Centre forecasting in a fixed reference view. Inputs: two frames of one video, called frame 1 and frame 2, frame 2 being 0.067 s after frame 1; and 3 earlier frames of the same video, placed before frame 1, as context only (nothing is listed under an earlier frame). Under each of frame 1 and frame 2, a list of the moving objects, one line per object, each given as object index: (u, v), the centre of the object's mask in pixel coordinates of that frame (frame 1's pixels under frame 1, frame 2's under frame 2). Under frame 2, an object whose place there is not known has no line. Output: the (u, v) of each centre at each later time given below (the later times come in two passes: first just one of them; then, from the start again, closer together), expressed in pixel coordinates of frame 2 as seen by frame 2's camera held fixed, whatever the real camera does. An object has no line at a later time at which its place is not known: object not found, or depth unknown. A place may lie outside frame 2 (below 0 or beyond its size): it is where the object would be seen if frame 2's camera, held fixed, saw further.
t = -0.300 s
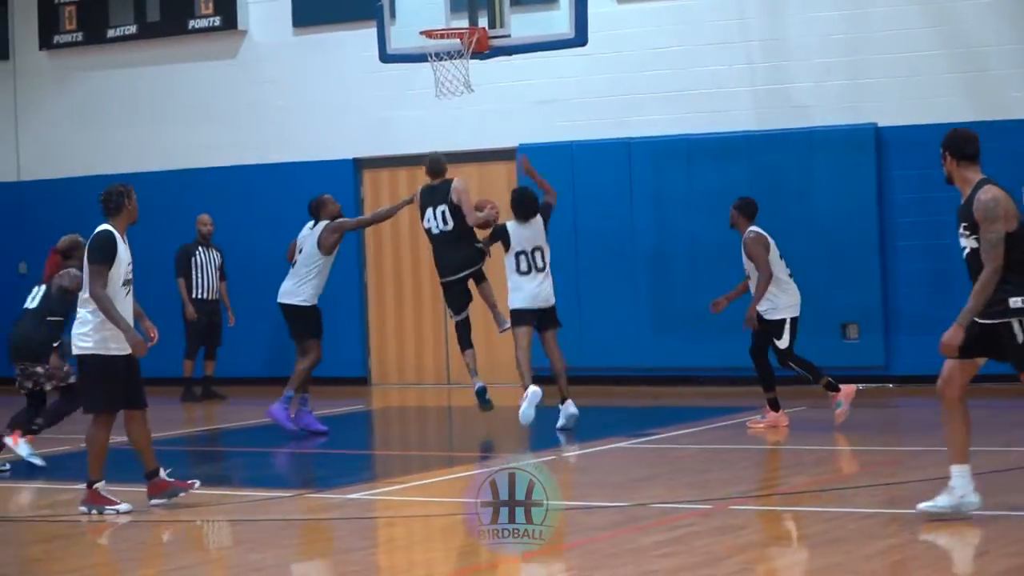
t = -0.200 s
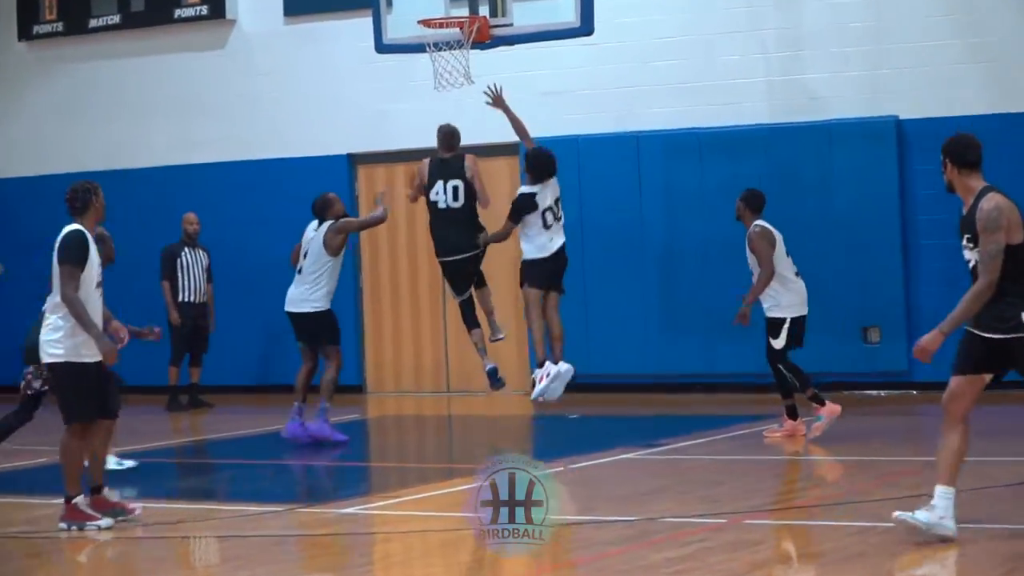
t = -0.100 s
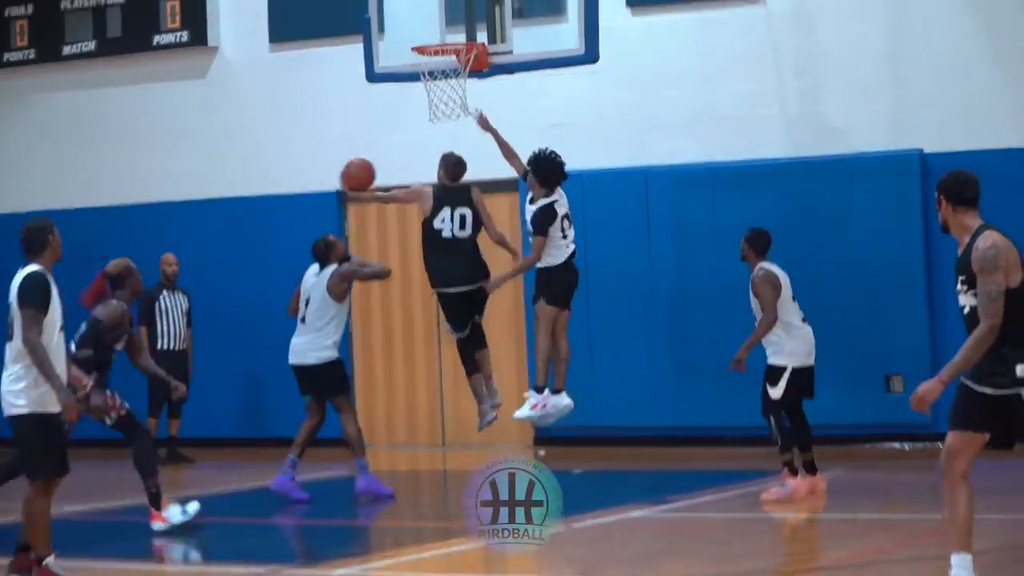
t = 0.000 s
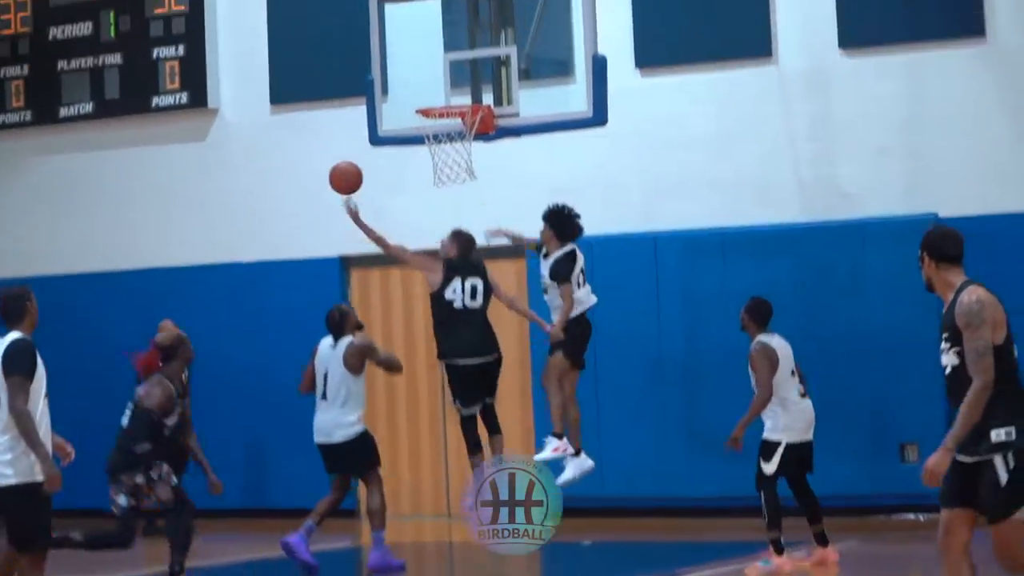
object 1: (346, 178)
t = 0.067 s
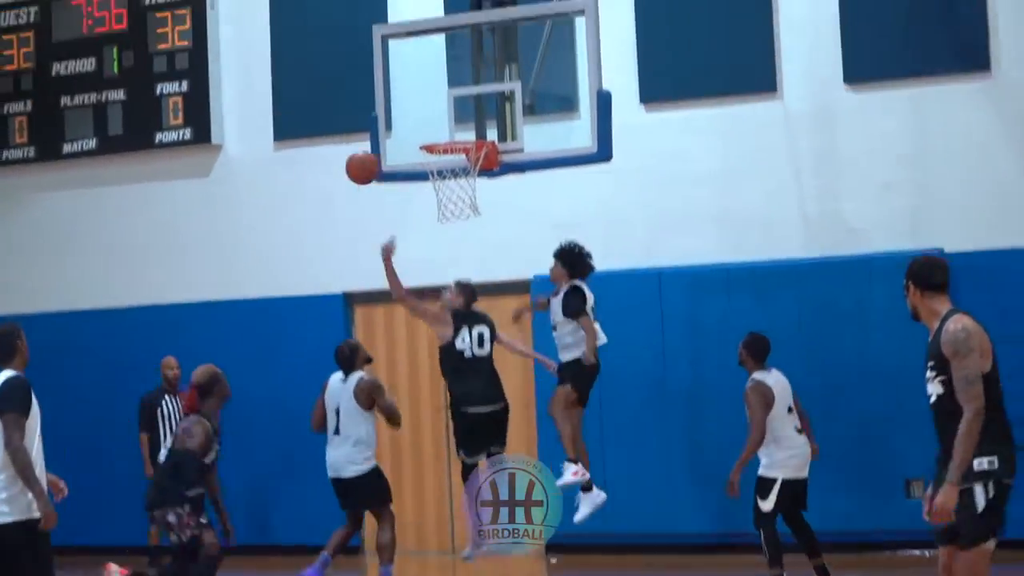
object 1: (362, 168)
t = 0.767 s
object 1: (457, 134)
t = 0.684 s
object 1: (439, 131)
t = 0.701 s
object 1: (442, 132)
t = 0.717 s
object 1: (446, 132)
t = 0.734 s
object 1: (450, 133)
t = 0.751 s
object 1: (453, 133)
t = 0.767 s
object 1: (457, 134)
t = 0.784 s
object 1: (460, 135)
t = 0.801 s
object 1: (464, 137)
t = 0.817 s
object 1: (466, 138)
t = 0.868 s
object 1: (473, 162)
